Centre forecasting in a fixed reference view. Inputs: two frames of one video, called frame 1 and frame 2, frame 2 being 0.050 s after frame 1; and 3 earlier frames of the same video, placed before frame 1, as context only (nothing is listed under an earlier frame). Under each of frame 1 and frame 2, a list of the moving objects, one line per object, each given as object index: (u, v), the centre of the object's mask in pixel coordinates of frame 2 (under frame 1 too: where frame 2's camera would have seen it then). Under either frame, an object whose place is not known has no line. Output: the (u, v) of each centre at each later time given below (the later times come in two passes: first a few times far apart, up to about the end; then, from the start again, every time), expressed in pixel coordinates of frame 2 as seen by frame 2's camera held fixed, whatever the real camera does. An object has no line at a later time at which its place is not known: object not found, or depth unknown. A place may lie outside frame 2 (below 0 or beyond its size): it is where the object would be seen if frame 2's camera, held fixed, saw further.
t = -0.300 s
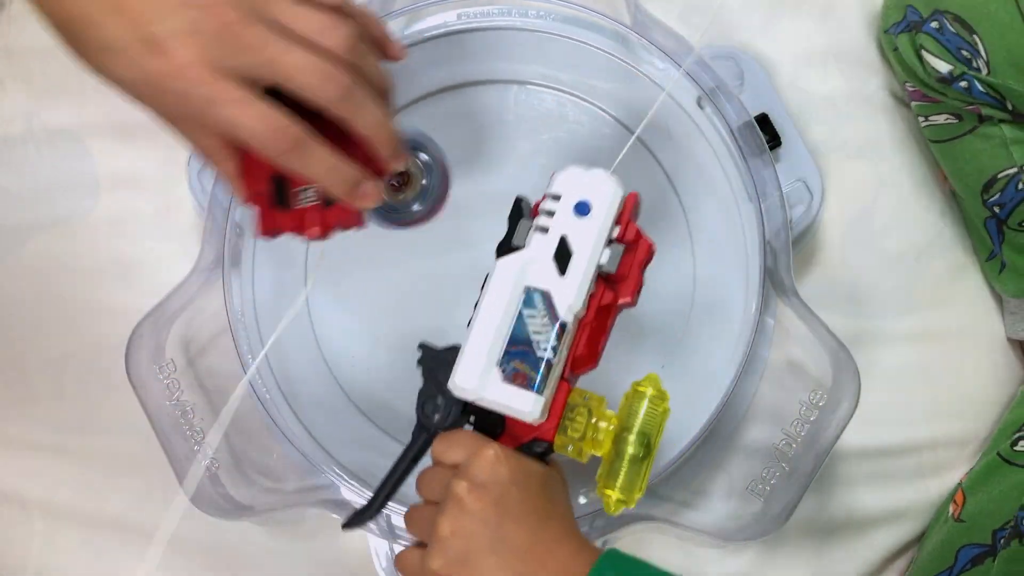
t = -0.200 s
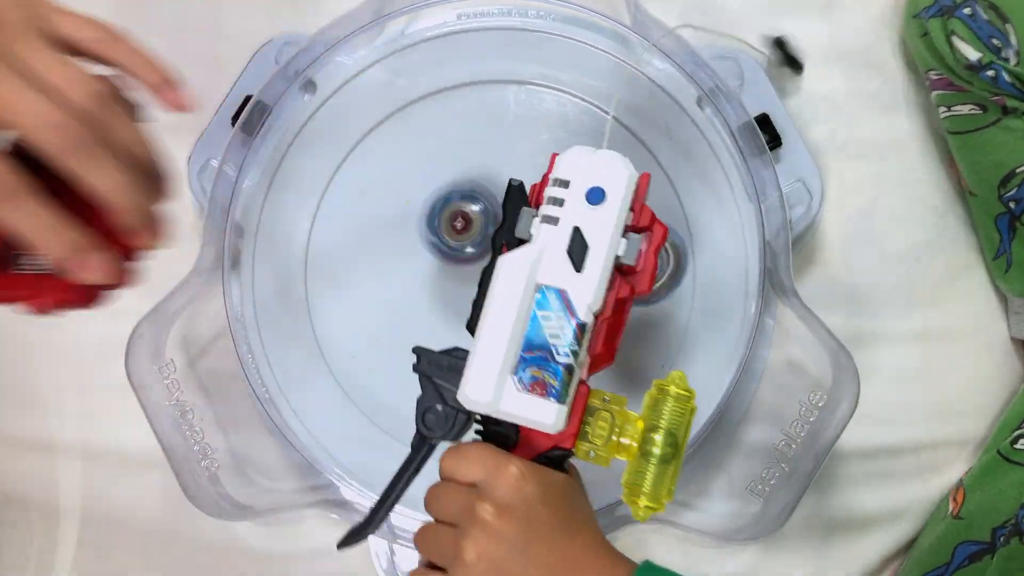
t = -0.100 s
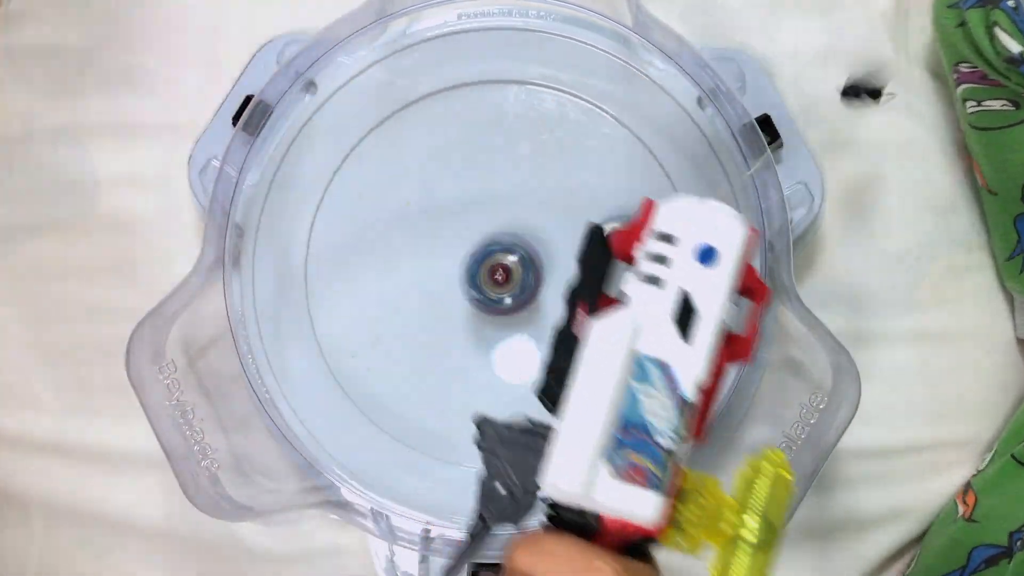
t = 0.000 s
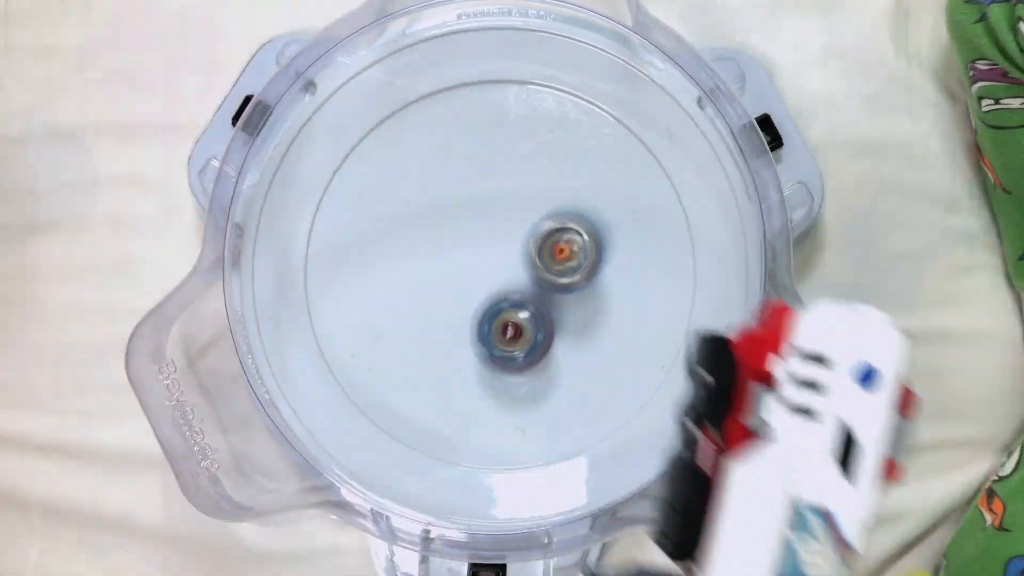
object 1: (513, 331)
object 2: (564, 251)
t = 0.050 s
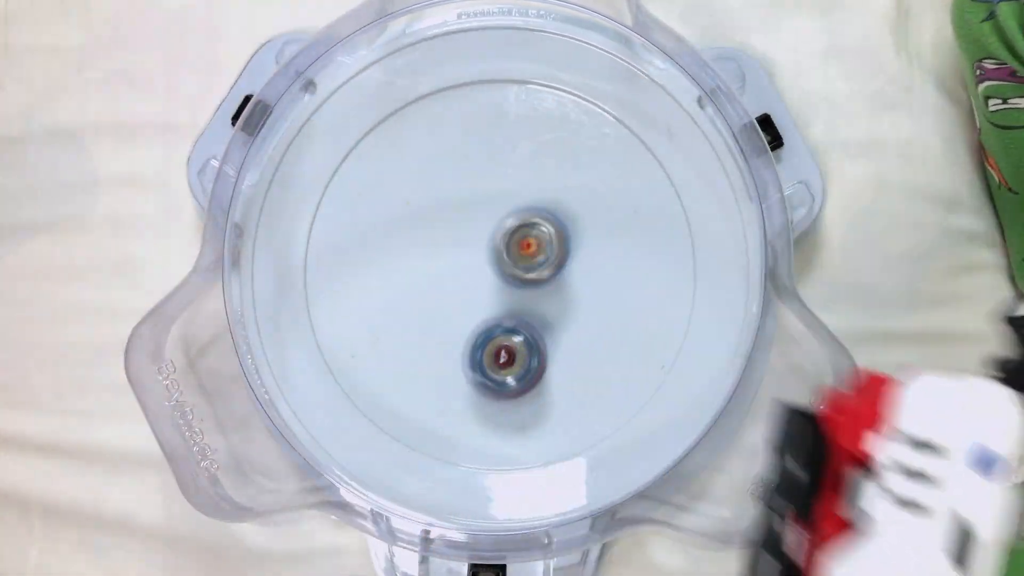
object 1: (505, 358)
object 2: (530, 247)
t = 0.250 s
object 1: (513, 410)
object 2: (380, 280)
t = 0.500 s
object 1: (518, 385)
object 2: (348, 376)
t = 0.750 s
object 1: (490, 298)
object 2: (465, 437)
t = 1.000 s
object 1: (436, 232)
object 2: (510, 344)
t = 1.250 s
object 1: (357, 222)
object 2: (488, 242)
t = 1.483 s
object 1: (359, 274)
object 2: (459, 260)
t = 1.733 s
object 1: (397, 260)
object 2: (490, 278)
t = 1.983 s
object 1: (416, 201)
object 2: (504, 240)
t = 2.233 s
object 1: (386, 163)
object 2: (497, 237)
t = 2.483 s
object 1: (422, 178)
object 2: (457, 312)
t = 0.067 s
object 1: (503, 366)
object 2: (519, 246)
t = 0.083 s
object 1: (502, 372)
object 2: (505, 247)
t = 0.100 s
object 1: (501, 378)
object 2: (491, 248)
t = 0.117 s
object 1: (499, 386)
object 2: (480, 249)
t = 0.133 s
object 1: (499, 390)
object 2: (466, 252)
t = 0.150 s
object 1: (501, 394)
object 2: (453, 254)
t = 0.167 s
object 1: (502, 399)
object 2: (440, 257)
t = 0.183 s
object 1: (503, 402)
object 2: (426, 261)
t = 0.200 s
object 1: (506, 405)
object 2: (414, 266)
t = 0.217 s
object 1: (508, 407)
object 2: (403, 270)
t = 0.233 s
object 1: (510, 408)
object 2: (391, 275)
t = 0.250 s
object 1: (513, 410)
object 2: (380, 280)
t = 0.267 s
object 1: (515, 412)
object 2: (371, 286)
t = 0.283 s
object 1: (517, 413)
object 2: (362, 292)
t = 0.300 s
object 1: (519, 413)
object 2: (353, 299)
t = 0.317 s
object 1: (521, 413)
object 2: (346, 305)
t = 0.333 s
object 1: (523, 413)
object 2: (339, 312)
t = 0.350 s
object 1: (524, 412)
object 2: (335, 318)
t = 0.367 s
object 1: (524, 411)
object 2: (332, 325)
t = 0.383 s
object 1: (525, 410)
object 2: (329, 332)
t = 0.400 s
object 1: (525, 408)
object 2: (329, 339)
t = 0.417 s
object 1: (525, 406)
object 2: (330, 345)
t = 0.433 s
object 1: (524, 403)
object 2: (331, 352)
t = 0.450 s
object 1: (524, 400)
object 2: (333, 359)
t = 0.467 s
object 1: (522, 397)
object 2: (337, 365)
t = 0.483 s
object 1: (520, 392)
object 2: (342, 371)
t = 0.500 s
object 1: (518, 385)
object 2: (348, 376)
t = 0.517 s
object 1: (515, 380)
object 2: (356, 381)
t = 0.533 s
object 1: (513, 376)
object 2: (365, 387)
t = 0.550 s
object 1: (510, 371)
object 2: (374, 391)
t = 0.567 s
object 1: (506, 367)
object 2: (385, 395)
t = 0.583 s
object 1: (502, 365)
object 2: (397, 398)
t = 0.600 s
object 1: (498, 361)
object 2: (408, 403)
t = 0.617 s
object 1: (494, 356)
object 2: (417, 405)
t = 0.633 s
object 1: (495, 349)
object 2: (424, 410)
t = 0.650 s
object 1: (497, 341)
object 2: (428, 415)
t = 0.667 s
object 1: (497, 333)
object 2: (433, 420)
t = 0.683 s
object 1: (497, 327)
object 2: (440, 424)
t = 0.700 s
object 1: (495, 321)
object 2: (446, 428)
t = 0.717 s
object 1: (494, 313)
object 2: (452, 432)
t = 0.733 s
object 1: (492, 305)
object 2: (459, 435)
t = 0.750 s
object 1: (490, 298)
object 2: (465, 437)
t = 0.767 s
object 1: (487, 291)
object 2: (472, 437)
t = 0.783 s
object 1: (483, 285)
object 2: (478, 437)
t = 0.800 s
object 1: (480, 279)
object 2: (484, 436)
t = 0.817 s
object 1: (477, 272)
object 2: (490, 433)
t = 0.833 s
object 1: (474, 266)
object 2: (495, 430)
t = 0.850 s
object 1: (471, 261)
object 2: (500, 426)
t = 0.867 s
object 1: (467, 256)
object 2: (503, 421)
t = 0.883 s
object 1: (464, 251)
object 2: (507, 414)
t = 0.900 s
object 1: (460, 247)
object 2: (510, 407)
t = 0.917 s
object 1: (456, 243)
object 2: (513, 399)
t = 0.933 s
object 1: (453, 240)
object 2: (514, 387)
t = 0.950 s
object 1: (449, 237)
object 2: (514, 376)
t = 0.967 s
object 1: (445, 235)
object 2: (514, 366)
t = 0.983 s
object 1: (440, 233)
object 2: (512, 356)
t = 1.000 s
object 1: (436, 232)
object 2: (510, 344)
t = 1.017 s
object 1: (432, 231)
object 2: (508, 332)
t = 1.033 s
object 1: (427, 230)
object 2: (505, 321)
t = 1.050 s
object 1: (423, 230)
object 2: (501, 310)
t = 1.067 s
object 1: (420, 229)
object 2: (497, 297)
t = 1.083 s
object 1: (416, 229)
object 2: (492, 286)
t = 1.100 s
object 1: (412, 230)
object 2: (487, 276)
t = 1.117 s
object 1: (403, 225)
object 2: (486, 267)
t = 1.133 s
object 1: (394, 220)
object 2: (487, 263)
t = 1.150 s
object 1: (385, 216)
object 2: (488, 259)
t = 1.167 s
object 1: (378, 214)
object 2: (490, 254)
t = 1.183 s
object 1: (372, 213)
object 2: (490, 252)
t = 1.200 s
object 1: (367, 214)
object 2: (491, 249)
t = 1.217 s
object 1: (362, 215)
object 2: (490, 247)
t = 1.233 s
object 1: (360, 218)
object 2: (489, 244)
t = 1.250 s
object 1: (357, 222)
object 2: (488, 242)
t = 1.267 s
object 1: (354, 226)
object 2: (486, 241)
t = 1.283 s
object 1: (351, 230)
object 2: (484, 240)
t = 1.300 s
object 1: (349, 234)
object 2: (482, 241)
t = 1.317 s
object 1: (347, 240)
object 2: (478, 241)
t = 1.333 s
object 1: (346, 245)
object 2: (475, 242)
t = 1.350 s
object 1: (346, 250)
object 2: (471, 243)
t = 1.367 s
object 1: (347, 255)
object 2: (467, 245)
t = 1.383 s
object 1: (350, 259)
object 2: (464, 247)
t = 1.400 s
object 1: (353, 263)
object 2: (459, 249)
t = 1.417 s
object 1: (358, 267)
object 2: (454, 251)
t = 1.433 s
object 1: (362, 269)
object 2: (450, 254)
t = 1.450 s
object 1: (360, 271)
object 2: (453, 255)
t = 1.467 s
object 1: (359, 273)
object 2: (457, 258)
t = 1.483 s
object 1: (359, 274)
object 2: (459, 260)
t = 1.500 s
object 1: (360, 276)
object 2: (461, 263)
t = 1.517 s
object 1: (362, 277)
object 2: (463, 265)
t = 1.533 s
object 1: (364, 278)
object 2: (464, 267)
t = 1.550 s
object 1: (368, 278)
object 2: (465, 269)
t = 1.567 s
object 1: (372, 279)
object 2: (466, 270)
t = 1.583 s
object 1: (376, 278)
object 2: (467, 271)
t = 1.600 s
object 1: (379, 277)
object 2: (469, 273)
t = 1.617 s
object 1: (381, 276)
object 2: (472, 275)
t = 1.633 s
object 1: (383, 276)
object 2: (474, 277)
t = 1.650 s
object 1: (385, 274)
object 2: (477, 278)
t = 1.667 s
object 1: (387, 272)
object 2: (479, 279)
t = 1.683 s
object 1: (390, 270)
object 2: (481, 279)
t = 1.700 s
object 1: (393, 267)
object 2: (483, 279)
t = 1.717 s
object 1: (395, 263)
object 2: (486, 279)
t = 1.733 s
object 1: (397, 260)
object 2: (490, 278)
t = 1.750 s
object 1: (399, 256)
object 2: (494, 278)
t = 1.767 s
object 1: (400, 252)
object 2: (497, 278)
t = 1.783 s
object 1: (401, 248)
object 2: (499, 277)
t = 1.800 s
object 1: (402, 245)
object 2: (501, 275)
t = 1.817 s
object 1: (404, 241)
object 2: (503, 273)
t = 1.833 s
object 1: (405, 237)
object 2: (504, 271)
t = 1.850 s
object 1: (406, 233)
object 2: (505, 267)
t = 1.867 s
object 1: (407, 229)
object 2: (506, 264)
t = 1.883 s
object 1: (409, 225)
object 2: (506, 260)
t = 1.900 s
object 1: (410, 221)
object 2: (507, 255)
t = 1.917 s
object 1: (412, 217)
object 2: (506, 251)
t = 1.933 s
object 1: (415, 214)
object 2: (504, 246)
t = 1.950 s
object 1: (417, 212)
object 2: (503, 243)
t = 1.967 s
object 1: (419, 207)
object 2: (502, 240)
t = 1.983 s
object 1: (416, 201)
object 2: (504, 240)
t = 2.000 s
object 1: (411, 194)
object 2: (508, 240)
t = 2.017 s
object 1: (408, 189)
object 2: (511, 241)
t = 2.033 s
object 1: (405, 184)
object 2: (513, 242)
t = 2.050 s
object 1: (402, 180)
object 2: (514, 242)
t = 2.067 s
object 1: (399, 177)
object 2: (516, 242)
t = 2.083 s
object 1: (398, 173)
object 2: (516, 242)
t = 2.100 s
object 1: (395, 170)
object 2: (515, 242)
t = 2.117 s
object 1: (393, 168)
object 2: (515, 242)
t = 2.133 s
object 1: (392, 166)
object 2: (514, 241)
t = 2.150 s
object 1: (390, 164)
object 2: (512, 240)
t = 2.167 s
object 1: (389, 163)
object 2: (510, 239)
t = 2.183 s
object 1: (388, 162)
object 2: (507, 238)
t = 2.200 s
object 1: (387, 162)
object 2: (504, 237)
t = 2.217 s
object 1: (386, 162)
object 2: (500, 237)
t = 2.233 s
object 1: (386, 163)
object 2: (497, 237)
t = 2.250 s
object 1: (386, 164)
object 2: (493, 238)
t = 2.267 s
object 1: (385, 166)
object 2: (489, 238)
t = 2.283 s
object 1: (387, 168)
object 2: (485, 240)
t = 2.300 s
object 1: (388, 170)
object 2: (480, 242)
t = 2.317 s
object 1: (389, 172)
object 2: (476, 244)
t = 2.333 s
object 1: (391, 176)
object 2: (472, 246)
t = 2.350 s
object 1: (394, 180)
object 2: (467, 249)
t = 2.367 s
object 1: (397, 183)
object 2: (463, 253)
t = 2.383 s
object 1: (401, 187)
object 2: (459, 257)
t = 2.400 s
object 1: (406, 189)
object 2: (455, 261)
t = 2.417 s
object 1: (410, 188)
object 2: (454, 269)
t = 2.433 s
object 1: (413, 185)
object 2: (454, 280)
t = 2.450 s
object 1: (417, 183)
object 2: (454, 291)
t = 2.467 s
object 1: (419, 180)
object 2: (455, 301)
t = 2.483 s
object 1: (422, 178)
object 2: (457, 312)
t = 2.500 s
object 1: (424, 176)
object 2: (459, 322)
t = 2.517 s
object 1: (425, 174)
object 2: (463, 332)
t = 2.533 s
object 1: (428, 172)
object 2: (468, 342)
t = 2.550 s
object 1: (431, 170)
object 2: (473, 351)
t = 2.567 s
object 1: (435, 168)
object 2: (479, 360)
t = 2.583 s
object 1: (439, 167)
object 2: (485, 367)
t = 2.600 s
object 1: (443, 165)
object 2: (493, 373)
